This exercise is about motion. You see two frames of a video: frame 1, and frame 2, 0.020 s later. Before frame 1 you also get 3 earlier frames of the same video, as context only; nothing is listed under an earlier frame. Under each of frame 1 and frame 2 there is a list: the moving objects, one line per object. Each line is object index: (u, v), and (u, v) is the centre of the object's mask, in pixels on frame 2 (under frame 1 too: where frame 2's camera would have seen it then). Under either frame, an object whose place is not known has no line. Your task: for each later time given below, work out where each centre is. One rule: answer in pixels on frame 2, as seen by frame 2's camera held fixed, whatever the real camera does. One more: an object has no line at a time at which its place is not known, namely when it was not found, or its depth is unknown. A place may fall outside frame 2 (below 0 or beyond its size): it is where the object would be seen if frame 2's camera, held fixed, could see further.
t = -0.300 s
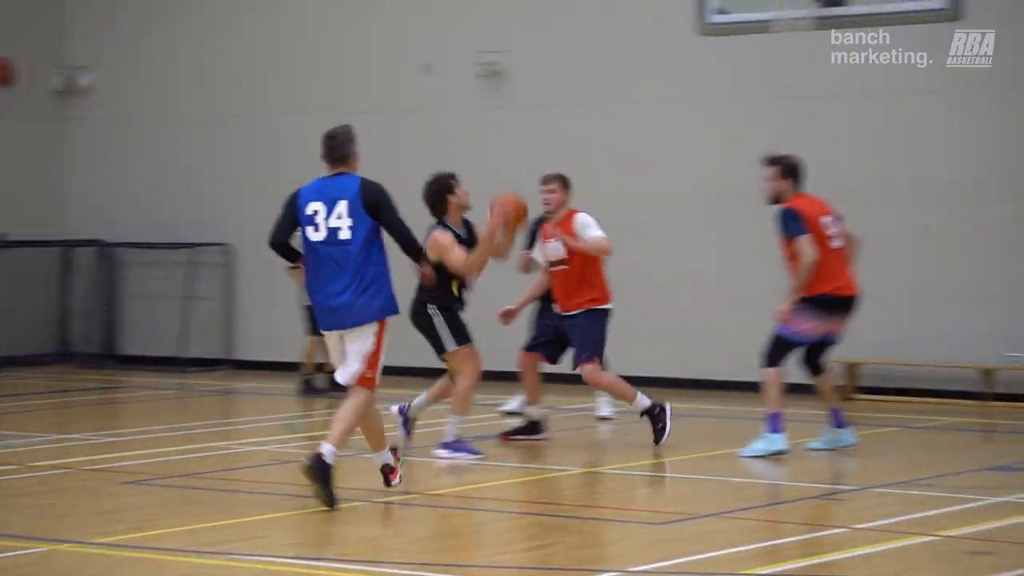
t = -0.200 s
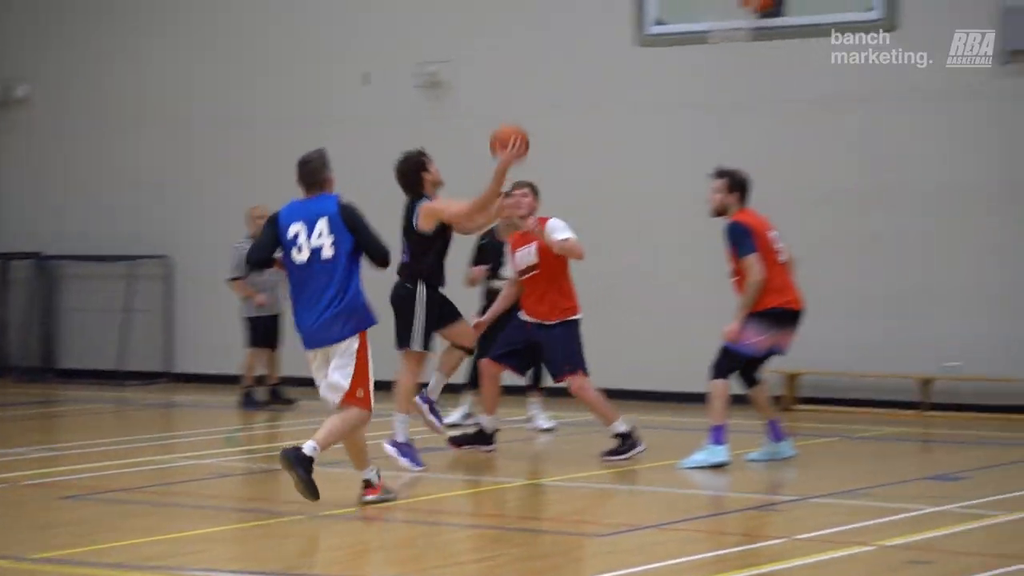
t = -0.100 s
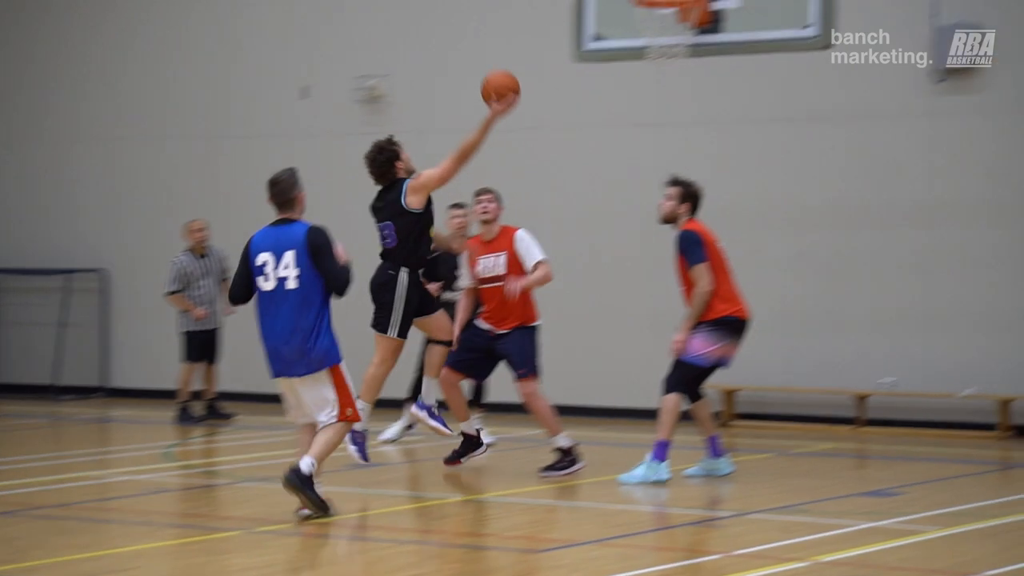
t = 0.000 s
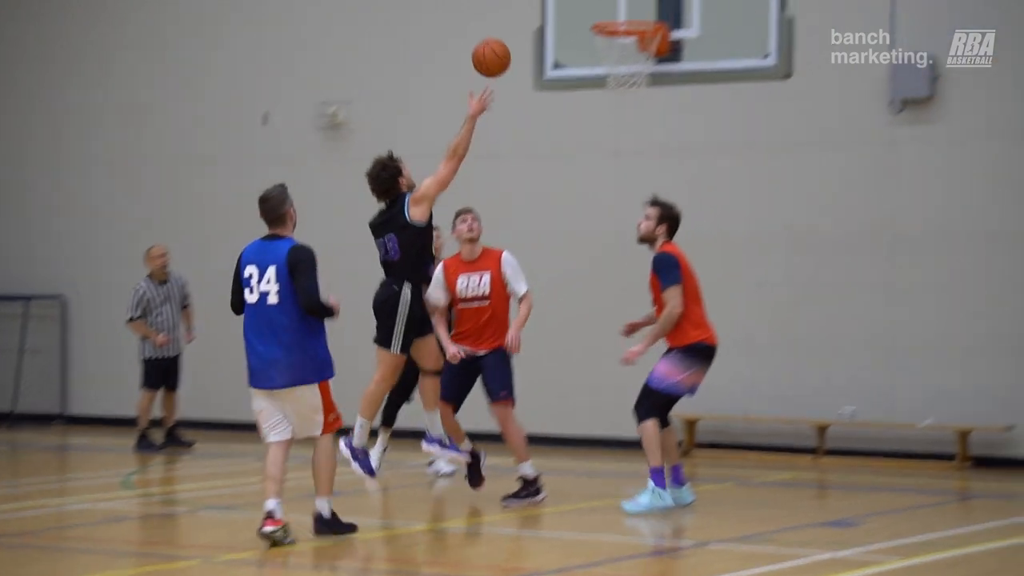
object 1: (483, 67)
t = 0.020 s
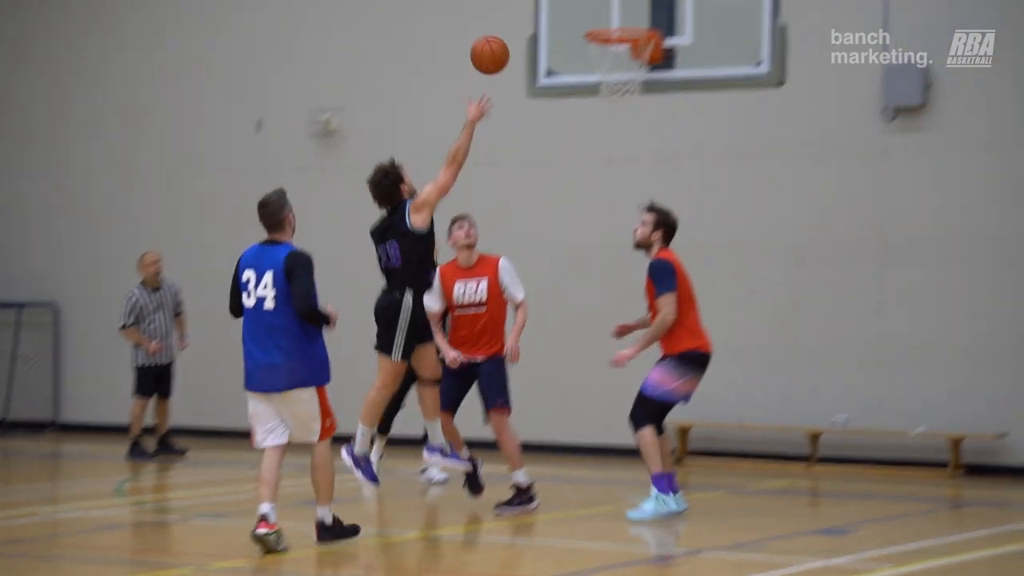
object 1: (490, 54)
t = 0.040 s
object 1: (496, 43)
